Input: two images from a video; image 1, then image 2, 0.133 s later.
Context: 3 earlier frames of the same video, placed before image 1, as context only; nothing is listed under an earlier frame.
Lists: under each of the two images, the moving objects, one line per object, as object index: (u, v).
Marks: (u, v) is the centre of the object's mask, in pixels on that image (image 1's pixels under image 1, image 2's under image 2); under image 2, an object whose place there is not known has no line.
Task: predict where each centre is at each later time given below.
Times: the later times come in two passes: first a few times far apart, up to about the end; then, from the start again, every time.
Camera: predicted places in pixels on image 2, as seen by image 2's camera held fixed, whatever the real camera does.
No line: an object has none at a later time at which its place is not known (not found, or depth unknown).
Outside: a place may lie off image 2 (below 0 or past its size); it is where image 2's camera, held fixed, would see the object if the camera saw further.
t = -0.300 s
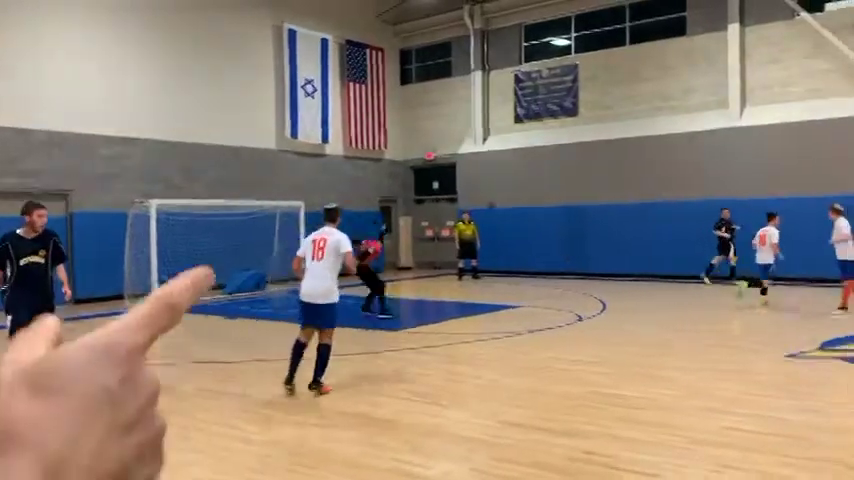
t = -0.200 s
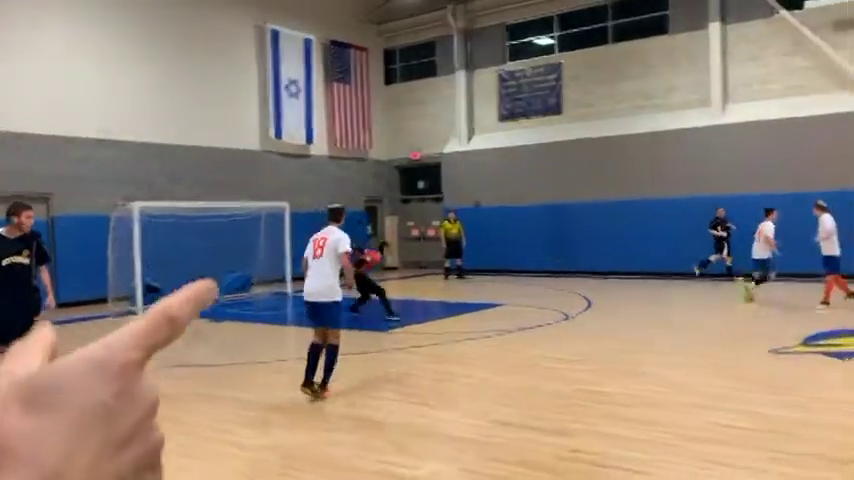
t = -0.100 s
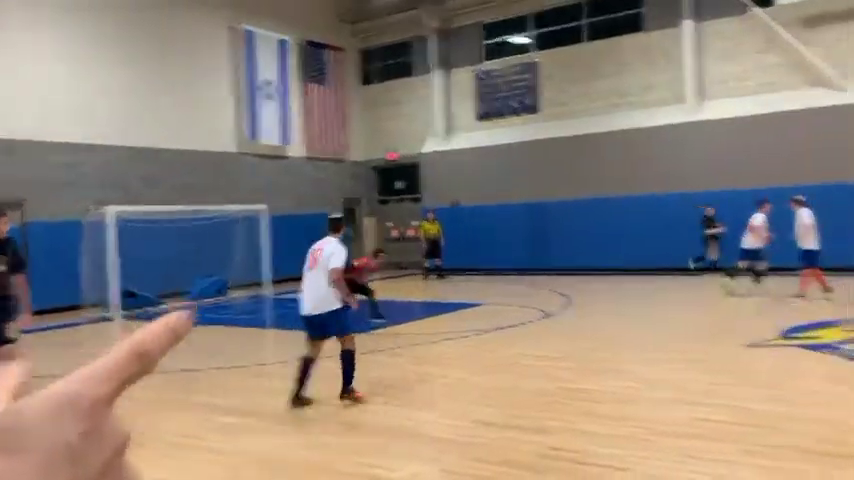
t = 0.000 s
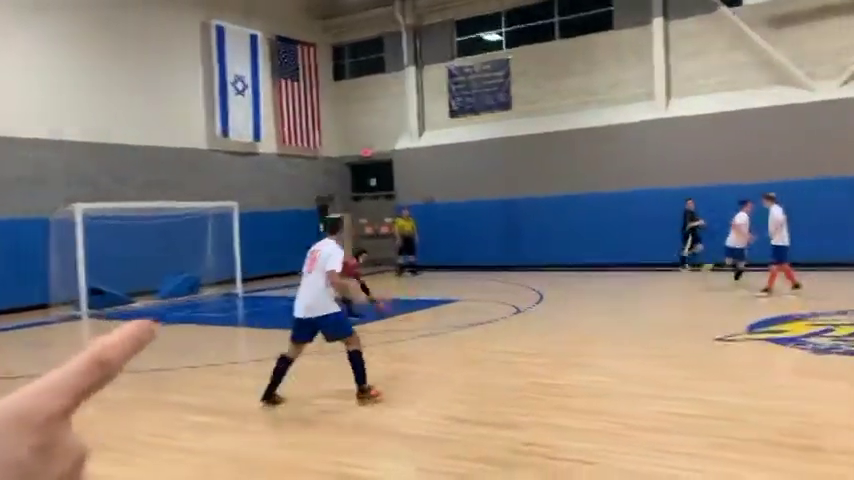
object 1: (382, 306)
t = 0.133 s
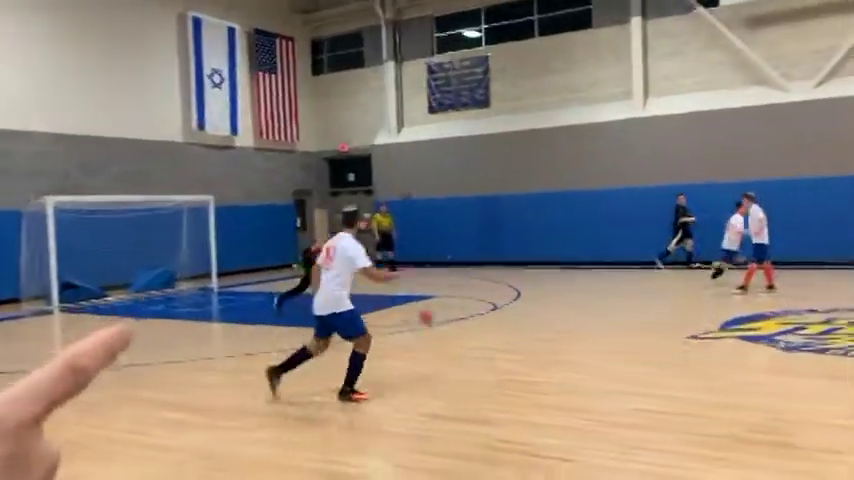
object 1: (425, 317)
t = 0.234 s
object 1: (485, 324)
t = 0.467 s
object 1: (672, 356)
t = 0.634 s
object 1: (851, 378)
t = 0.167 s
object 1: (445, 321)
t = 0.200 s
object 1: (464, 322)
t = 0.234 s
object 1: (485, 324)
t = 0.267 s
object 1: (508, 329)
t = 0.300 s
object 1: (533, 334)
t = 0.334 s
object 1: (557, 337)
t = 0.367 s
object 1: (583, 339)
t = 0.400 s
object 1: (611, 343)
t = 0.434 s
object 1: (641, 348)
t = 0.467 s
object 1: (672, 356)
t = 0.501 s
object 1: (705, 359)
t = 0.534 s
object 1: (738, 364)
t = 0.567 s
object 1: (775, 370)
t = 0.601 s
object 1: (812, 375)
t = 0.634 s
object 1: (851, 378)
